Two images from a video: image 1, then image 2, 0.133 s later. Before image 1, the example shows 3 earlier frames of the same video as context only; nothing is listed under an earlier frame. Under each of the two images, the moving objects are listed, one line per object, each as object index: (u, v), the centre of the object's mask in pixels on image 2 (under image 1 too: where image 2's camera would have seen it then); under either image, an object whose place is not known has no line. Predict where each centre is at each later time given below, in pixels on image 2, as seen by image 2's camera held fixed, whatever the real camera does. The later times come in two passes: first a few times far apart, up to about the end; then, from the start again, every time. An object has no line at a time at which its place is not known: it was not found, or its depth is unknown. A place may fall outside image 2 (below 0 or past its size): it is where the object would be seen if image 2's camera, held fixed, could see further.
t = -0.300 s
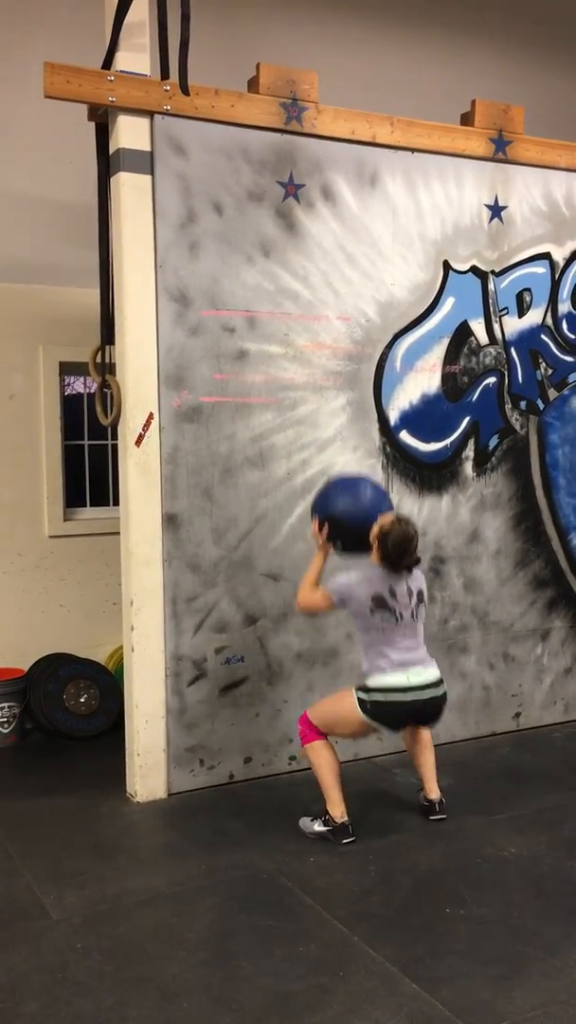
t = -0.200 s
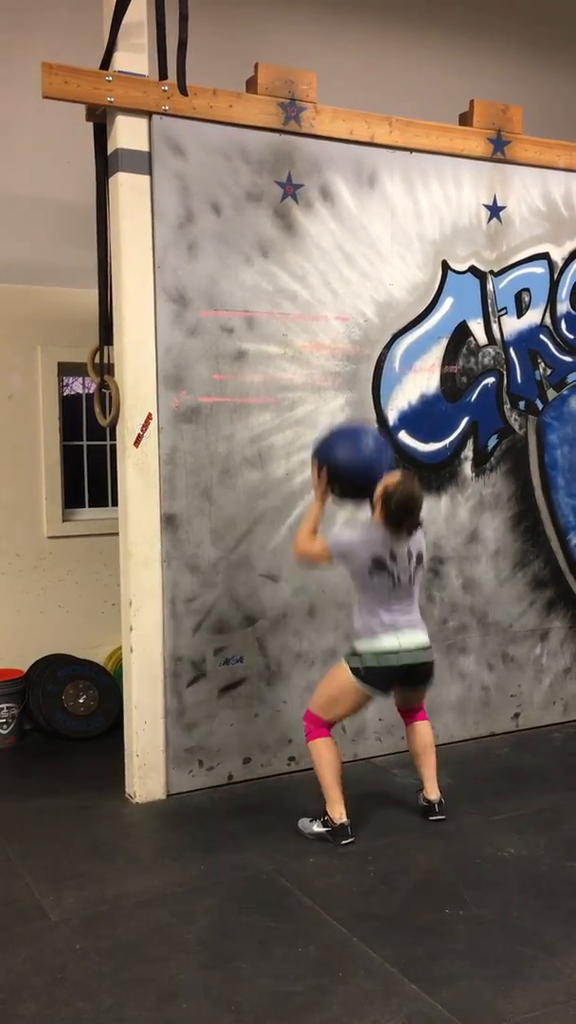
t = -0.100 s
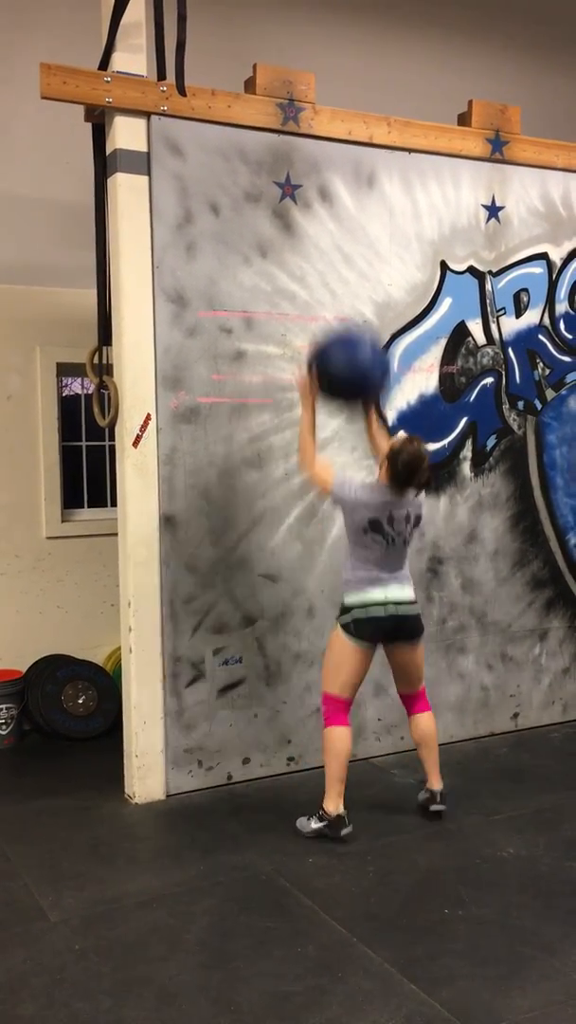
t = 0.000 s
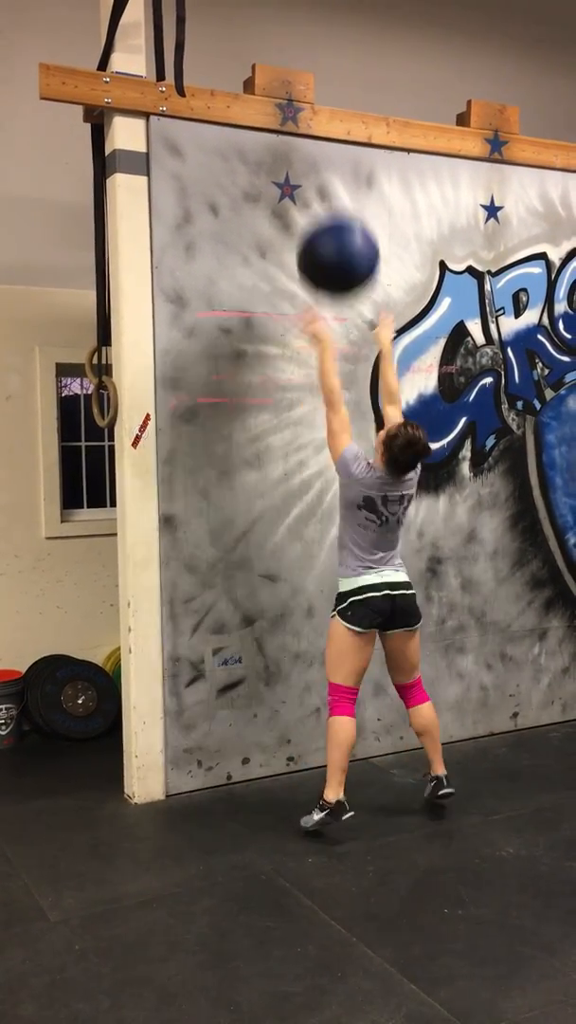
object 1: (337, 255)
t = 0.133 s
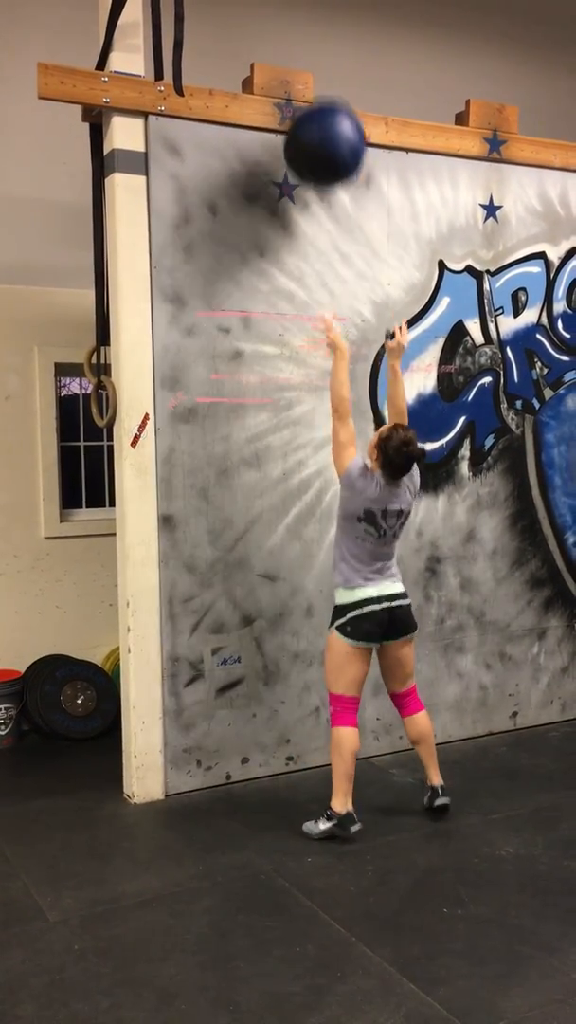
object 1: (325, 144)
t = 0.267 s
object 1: (313, 77)
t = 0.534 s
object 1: (317, 56)
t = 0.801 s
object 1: (334, 189)
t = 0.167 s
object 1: (322, 122)
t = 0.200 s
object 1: (319, 104)
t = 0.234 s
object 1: (315, 89)
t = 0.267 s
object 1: (313, 77)
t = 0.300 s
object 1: (311, 67)
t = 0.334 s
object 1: (308, 60)
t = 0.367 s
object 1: (308, 56)
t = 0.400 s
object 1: (309, 51)
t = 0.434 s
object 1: (311, 49)
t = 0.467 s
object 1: (313, 49)
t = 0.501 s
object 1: (315, 51)
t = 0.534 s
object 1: (317, 56)
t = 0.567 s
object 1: (318, 64)
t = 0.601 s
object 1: (321, 73)
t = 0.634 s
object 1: (323, 85)
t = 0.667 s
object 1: (325, 100)
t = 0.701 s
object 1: (327, 119)
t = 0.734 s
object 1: (330, 140)
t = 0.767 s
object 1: (332, 164)
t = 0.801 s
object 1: (334, 189)
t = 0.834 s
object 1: (336, 217)
